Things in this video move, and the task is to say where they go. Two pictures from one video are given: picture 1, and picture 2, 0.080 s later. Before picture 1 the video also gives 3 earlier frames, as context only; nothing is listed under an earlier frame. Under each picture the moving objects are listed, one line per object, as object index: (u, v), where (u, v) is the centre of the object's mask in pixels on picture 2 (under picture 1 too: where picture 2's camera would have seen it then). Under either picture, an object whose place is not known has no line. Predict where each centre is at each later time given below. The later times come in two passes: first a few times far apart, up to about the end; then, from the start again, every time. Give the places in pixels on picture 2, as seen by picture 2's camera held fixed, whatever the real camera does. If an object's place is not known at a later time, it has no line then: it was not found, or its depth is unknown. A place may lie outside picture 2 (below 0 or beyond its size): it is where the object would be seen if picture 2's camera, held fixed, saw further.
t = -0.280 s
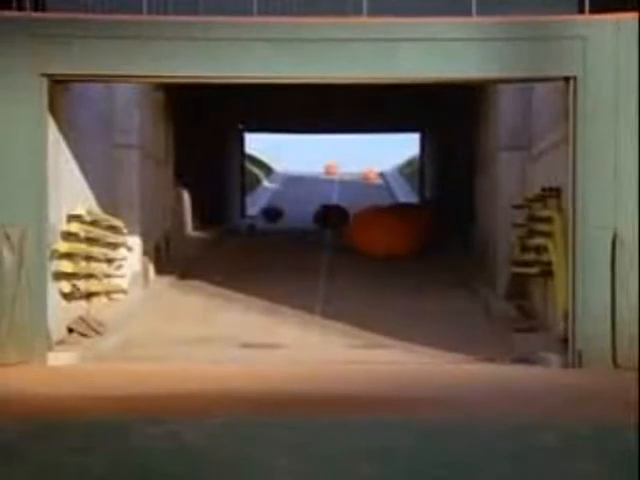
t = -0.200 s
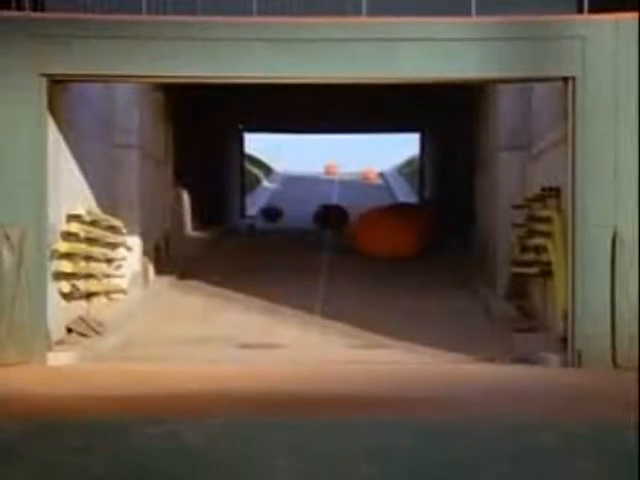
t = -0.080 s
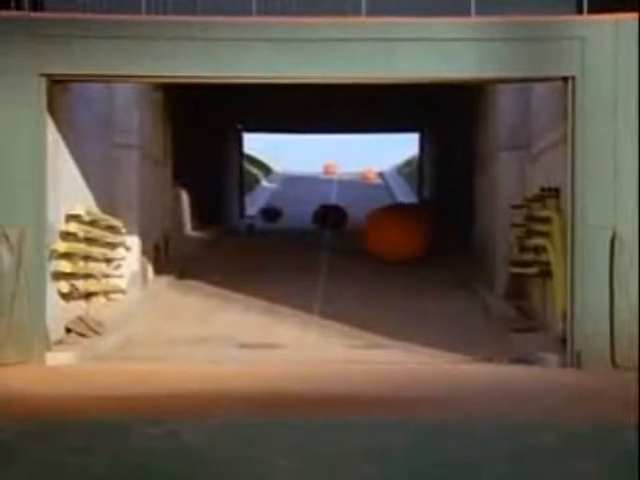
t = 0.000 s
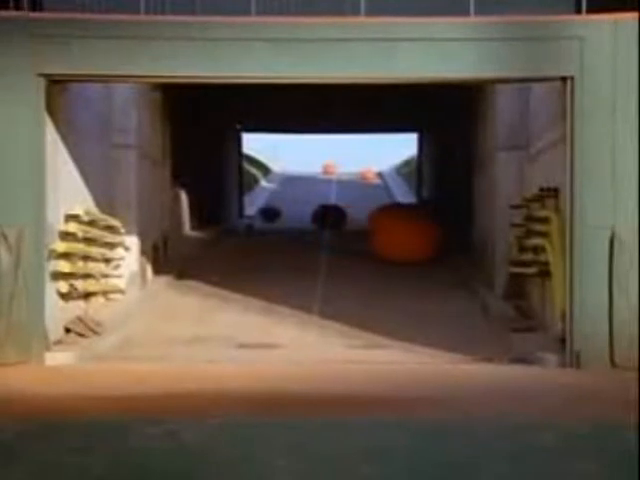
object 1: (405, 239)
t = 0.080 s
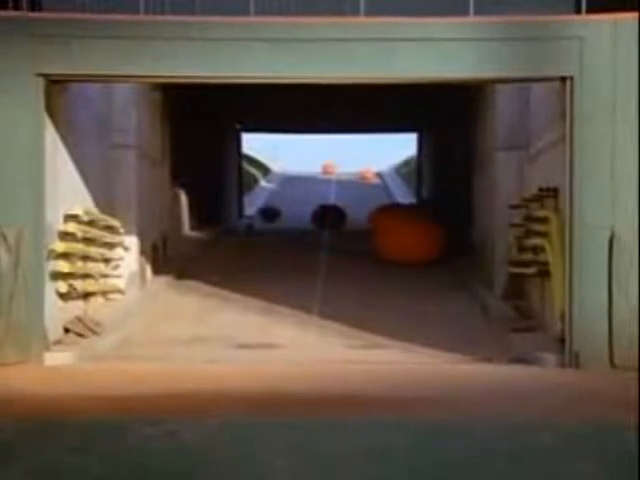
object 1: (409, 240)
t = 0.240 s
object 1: (419, 241)
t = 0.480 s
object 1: (421, 244)
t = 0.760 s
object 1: (425, 249)
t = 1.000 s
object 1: (425, 252)
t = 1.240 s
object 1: (427, 255)
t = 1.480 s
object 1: (431, 261)
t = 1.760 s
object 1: (437, 270)
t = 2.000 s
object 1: (441, 277)
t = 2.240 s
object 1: (441, 284)
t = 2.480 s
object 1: (443, 292)
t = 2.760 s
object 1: (447, 291)
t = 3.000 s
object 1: (448, 291)
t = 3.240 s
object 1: (446, 292)
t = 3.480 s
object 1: (441, 293)
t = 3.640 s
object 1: (444, 293)
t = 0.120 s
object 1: (412, 240)
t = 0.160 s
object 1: (415, 240)
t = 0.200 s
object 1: (418, 241)
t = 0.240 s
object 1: (419, 241)
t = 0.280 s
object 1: (421, 242)
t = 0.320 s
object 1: (421, 243)
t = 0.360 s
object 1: (421, 243)
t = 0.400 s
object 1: (421, 244)
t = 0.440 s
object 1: (421, 244)
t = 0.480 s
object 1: (421, 244)
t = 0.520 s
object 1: (421, 245)
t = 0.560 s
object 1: (421, 245)
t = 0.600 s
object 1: (422, 246)
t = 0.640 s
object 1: (423, 247)
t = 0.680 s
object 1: (423, 248)
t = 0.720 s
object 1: (424, 248)
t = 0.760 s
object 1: (425, 249)
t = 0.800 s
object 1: (424, 249)
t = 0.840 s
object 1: (424, 249)
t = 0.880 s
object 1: (424, 250)
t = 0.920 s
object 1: (425, 250)
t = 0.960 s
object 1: (425, 251)
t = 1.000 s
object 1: (425, 252)
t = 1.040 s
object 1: (426, 253)
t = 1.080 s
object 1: (425, 253)
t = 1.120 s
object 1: (425, 253)
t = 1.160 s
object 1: (426, 254)
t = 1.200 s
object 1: (426, 255)
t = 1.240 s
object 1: (427, 255)
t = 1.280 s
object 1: (428, 257)
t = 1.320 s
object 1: (428, 258)
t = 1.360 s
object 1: (429, 259)
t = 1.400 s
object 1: (430, 259)
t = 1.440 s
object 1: (430, 260)
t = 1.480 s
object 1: (431, 261)
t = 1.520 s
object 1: (432, 262)
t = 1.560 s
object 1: (434, 264)
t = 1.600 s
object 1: (435, 265)
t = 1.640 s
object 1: (436, 267)
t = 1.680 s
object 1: (436, 268)
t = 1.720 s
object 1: (437, 269)
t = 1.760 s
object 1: (437, 270)
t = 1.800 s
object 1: (438, 271)
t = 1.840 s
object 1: (438, 271)
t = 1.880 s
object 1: (439, 272)
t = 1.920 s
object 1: (440, 273)
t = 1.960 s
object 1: (440, 276)
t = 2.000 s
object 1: (441, 277)
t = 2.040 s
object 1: (441, 278)
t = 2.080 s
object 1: (441, 280)
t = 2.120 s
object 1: (441, 281)
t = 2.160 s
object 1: (441, 282)
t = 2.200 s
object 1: (441, 283)
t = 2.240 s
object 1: (441, 284)
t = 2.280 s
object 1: (442, 287)
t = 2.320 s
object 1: (442, 288)
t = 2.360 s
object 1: (443, 289)
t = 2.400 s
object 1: (443, 290)
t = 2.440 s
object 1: (443, 292)
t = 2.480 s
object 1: (443, 292)
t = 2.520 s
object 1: (444, 293)
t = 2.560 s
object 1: (444, 293)
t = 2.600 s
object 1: (444, 292)
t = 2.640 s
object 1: (445, 292)
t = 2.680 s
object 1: (446, 291)
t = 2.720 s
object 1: (447, 291)
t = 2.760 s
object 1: (447, 291)
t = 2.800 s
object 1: (447, 291)
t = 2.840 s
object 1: (447, 291)
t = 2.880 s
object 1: (448, 291)
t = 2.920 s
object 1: (448, 291)
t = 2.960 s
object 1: (448, 292)
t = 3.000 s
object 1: (448, 291)
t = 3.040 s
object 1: (448, 292)
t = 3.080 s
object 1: (448, 292)
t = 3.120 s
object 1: (447, 292)
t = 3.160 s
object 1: (447, 292)
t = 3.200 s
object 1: (447, 292)
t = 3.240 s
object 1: (446, 292)
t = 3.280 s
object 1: (445, 293)
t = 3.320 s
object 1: (442, 293)
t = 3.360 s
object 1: (442, 293)
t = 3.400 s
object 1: (441, 293)
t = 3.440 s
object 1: (441, 293)
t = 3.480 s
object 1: (441, 293)
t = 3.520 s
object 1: (442, 293)
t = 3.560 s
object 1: (442, 293)
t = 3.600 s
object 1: (442, 293)
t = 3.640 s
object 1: (444, 293)
